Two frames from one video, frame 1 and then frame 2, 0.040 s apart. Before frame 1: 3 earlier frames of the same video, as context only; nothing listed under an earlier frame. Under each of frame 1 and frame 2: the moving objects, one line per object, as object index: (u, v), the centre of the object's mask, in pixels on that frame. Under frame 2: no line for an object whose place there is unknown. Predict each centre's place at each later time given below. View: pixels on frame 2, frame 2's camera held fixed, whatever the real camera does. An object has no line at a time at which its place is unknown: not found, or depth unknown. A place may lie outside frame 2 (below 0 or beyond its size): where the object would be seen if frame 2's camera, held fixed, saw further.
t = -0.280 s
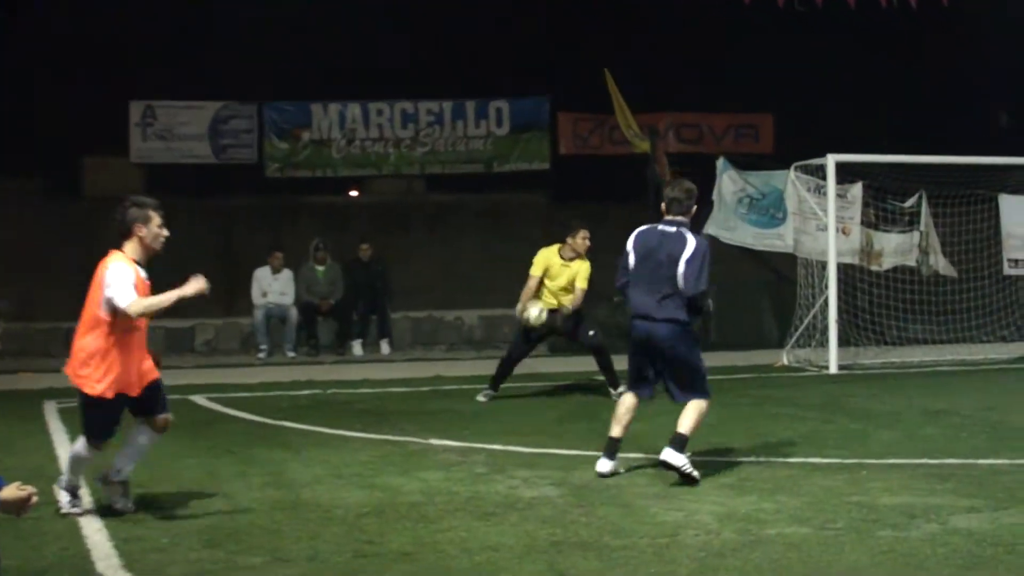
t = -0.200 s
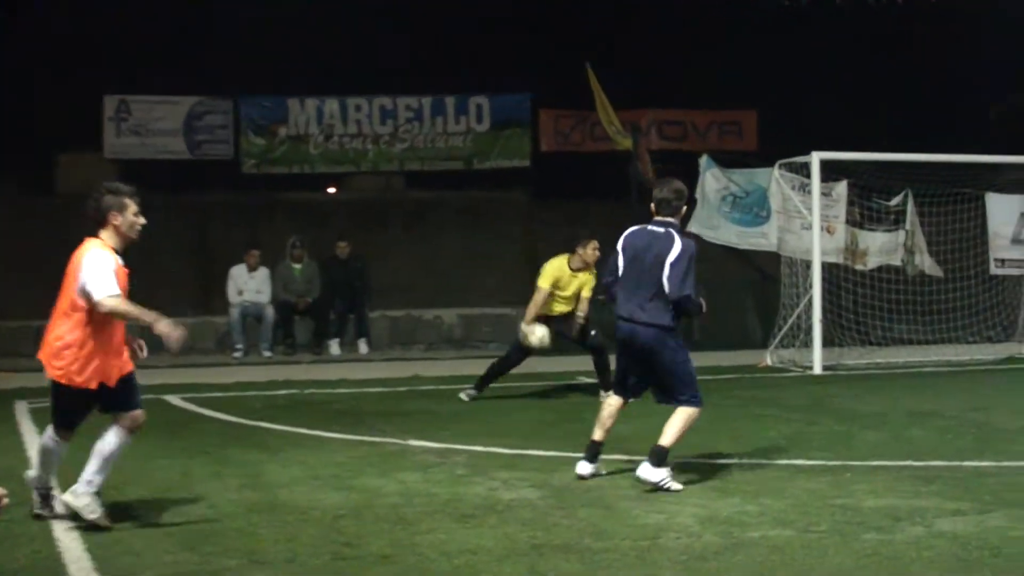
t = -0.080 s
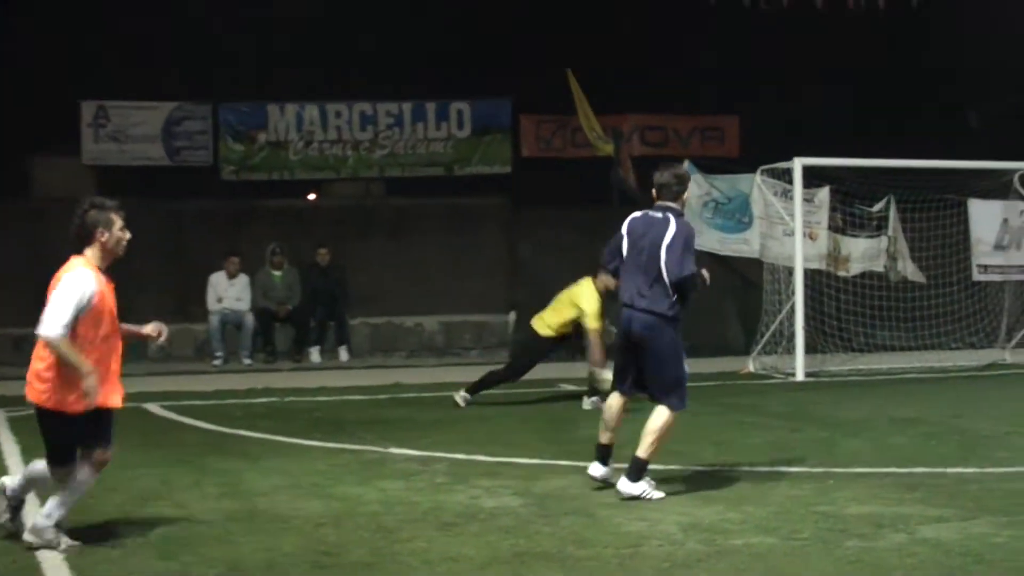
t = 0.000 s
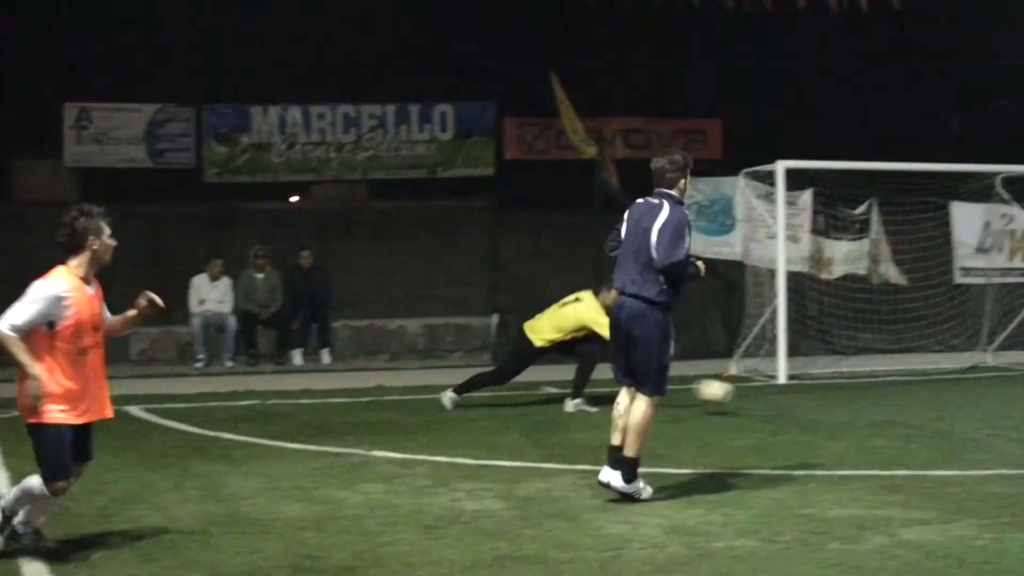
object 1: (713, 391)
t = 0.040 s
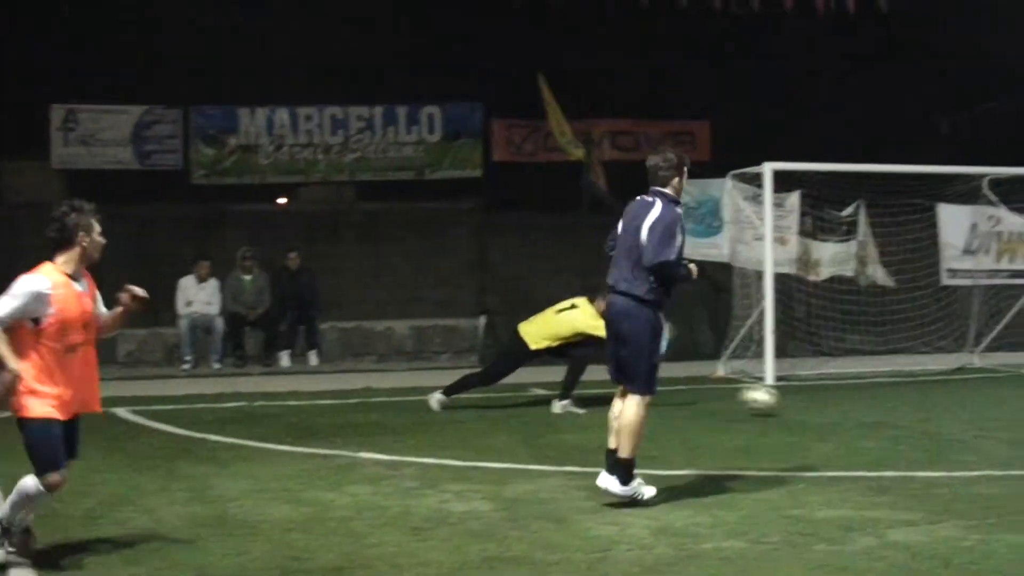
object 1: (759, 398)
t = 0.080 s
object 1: (815, 404)
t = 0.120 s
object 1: (867, 402)
